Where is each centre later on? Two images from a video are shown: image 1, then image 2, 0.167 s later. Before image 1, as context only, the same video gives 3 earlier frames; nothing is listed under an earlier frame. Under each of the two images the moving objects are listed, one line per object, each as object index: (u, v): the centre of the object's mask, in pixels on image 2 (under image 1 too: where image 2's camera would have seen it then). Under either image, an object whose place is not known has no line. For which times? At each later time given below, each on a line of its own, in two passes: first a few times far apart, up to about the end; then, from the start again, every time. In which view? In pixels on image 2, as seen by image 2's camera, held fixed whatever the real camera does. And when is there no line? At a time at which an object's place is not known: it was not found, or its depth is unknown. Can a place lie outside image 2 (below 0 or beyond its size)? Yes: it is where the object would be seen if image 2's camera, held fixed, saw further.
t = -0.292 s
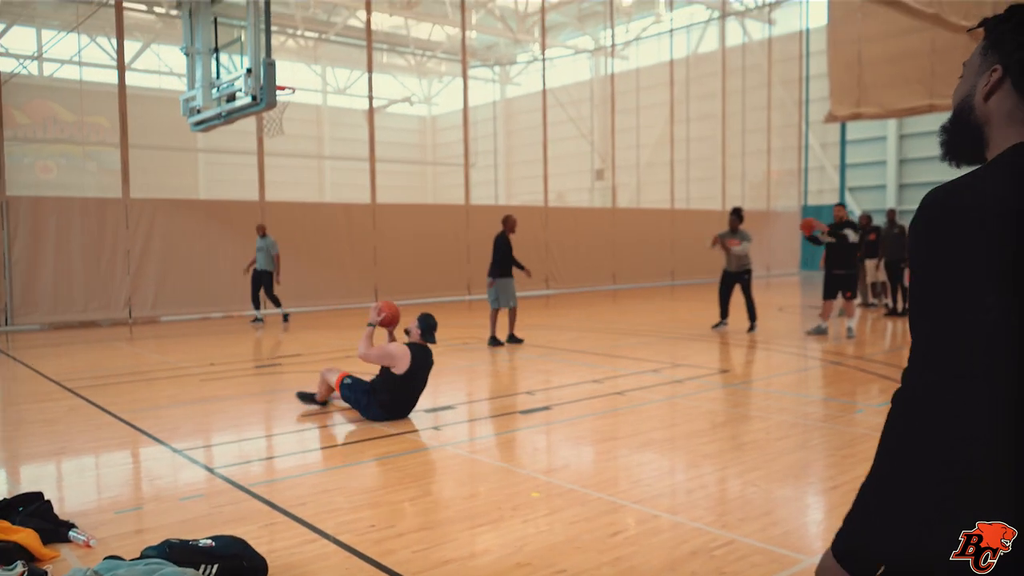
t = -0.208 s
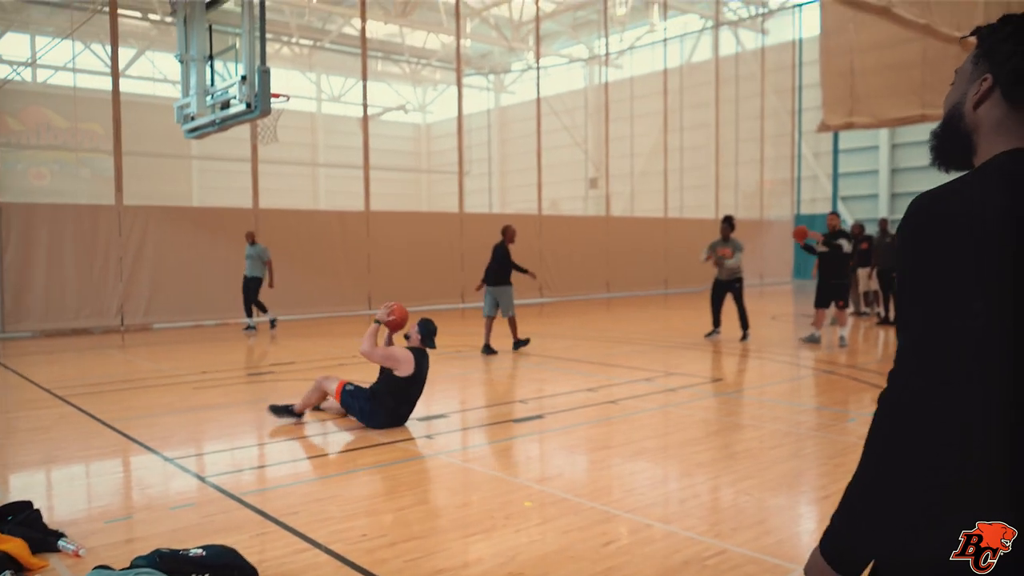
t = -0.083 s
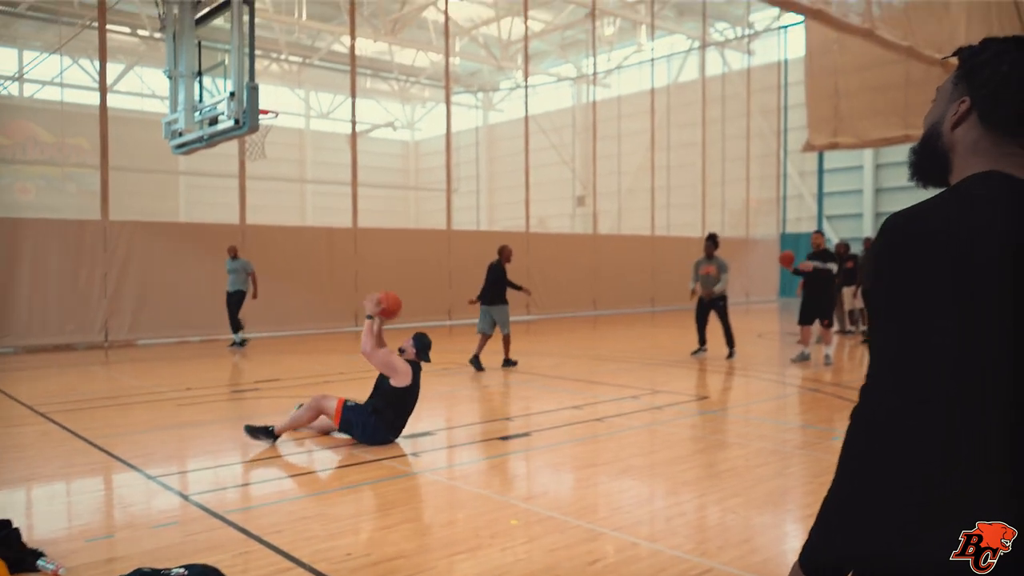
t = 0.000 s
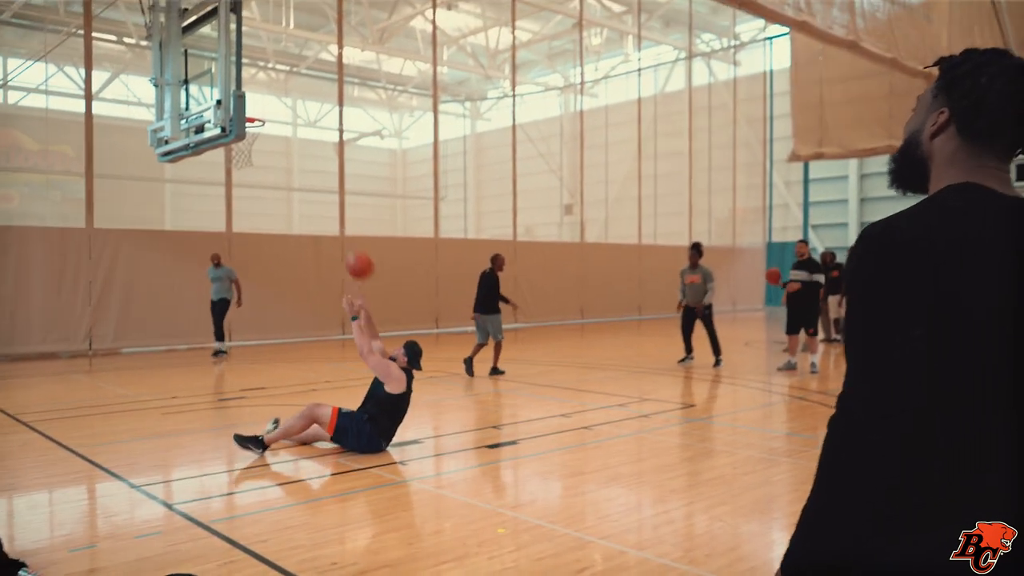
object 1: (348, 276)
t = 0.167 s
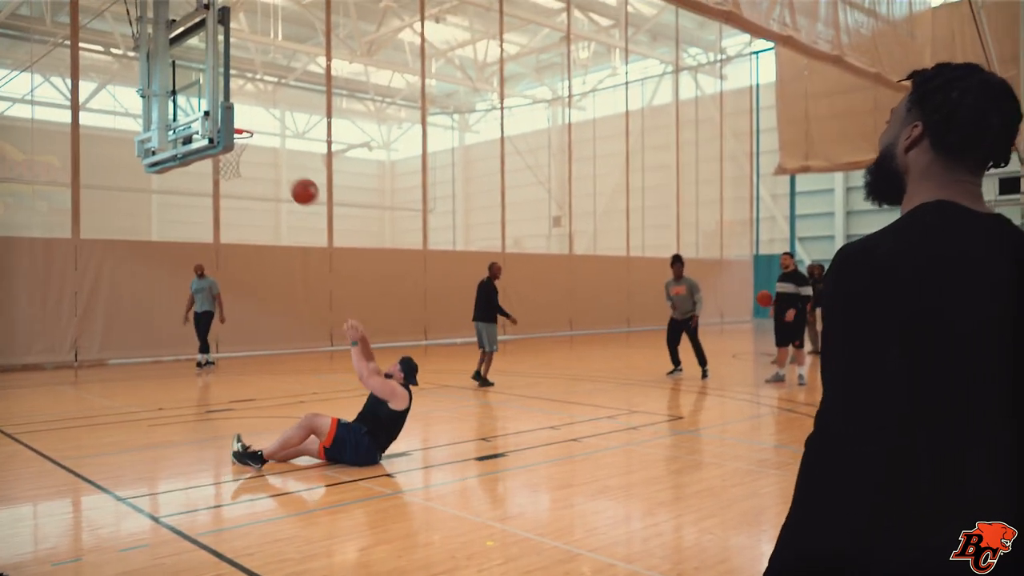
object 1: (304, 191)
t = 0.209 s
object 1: (293, 175)
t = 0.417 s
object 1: (243, 123)
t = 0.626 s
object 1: (242, 135)
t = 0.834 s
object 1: (250, 191)
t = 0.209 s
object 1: (293, 175)
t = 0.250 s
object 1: (283, 161)
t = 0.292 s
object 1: (273, 149)
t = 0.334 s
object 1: (262, 138)
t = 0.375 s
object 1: (252, 129)
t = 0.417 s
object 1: (243, 123)
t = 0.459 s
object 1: (239, 120)
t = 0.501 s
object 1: (240, 121)
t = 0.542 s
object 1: (241, 123)
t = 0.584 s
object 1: (242, 128)
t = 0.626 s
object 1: (242, 135)
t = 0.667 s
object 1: (243, 142)
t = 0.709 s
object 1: (244, 153)
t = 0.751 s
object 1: (246, 163)
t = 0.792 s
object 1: (248, 177)
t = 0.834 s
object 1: (250, 191)
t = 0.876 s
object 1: (251, 207)
